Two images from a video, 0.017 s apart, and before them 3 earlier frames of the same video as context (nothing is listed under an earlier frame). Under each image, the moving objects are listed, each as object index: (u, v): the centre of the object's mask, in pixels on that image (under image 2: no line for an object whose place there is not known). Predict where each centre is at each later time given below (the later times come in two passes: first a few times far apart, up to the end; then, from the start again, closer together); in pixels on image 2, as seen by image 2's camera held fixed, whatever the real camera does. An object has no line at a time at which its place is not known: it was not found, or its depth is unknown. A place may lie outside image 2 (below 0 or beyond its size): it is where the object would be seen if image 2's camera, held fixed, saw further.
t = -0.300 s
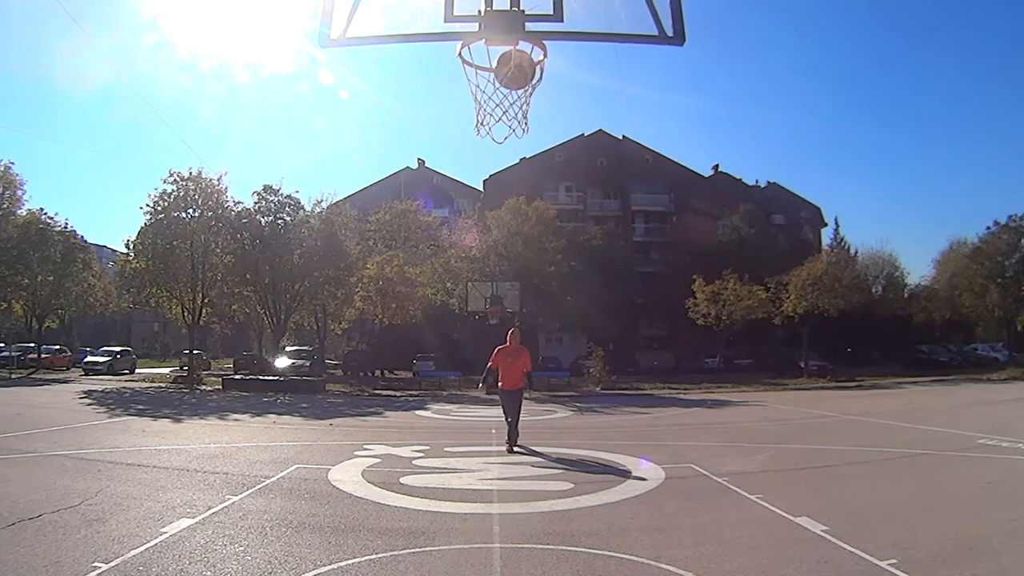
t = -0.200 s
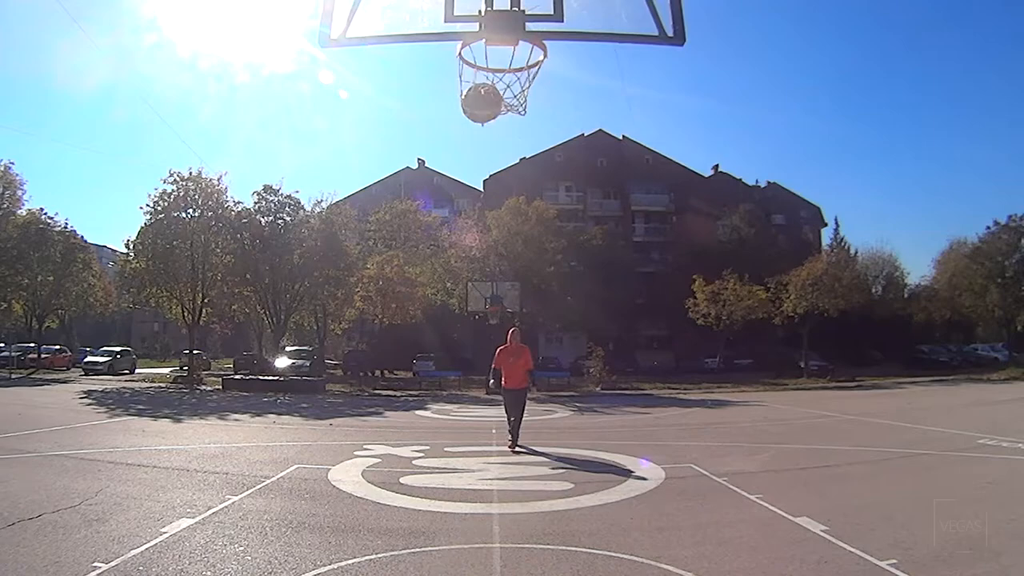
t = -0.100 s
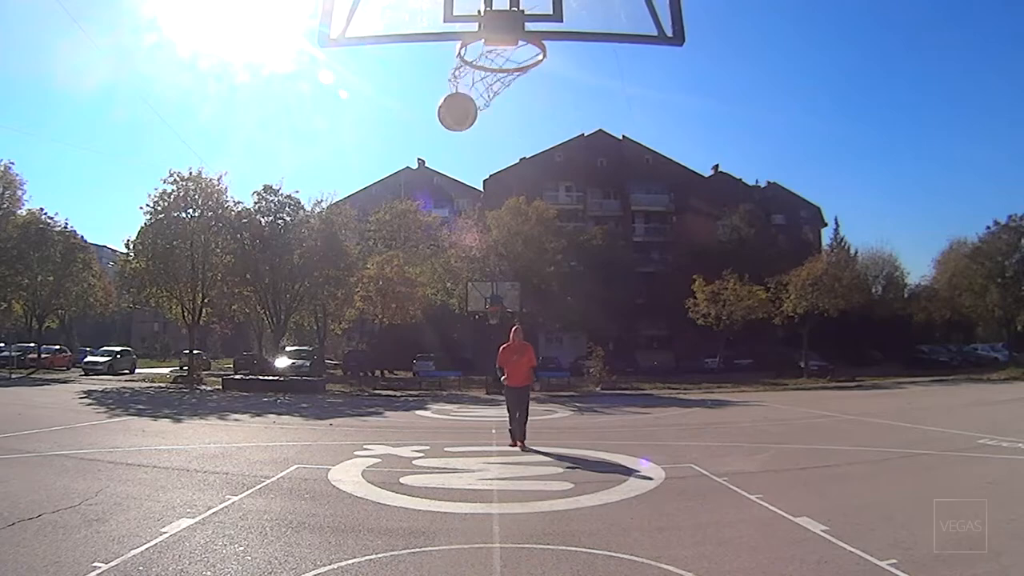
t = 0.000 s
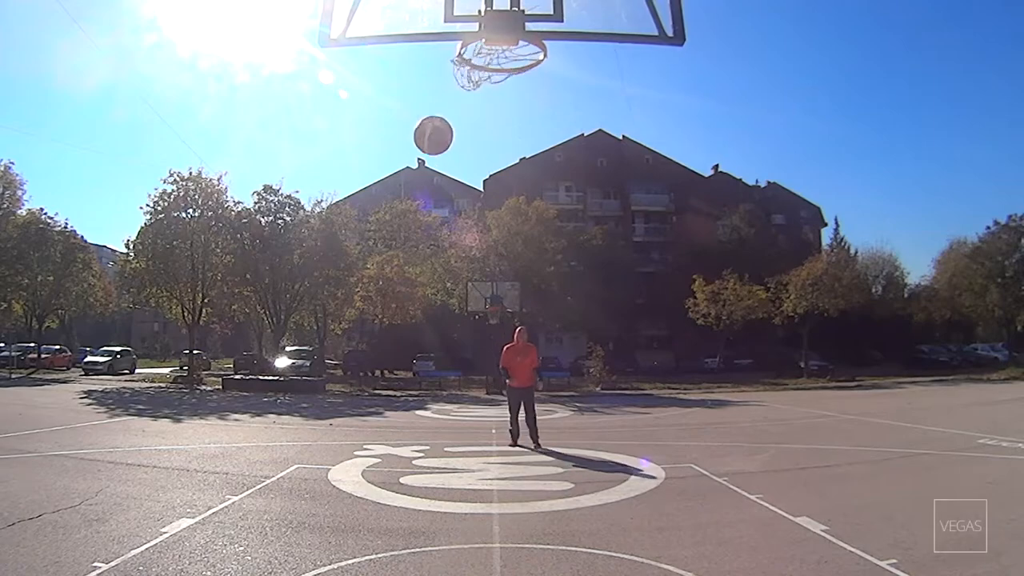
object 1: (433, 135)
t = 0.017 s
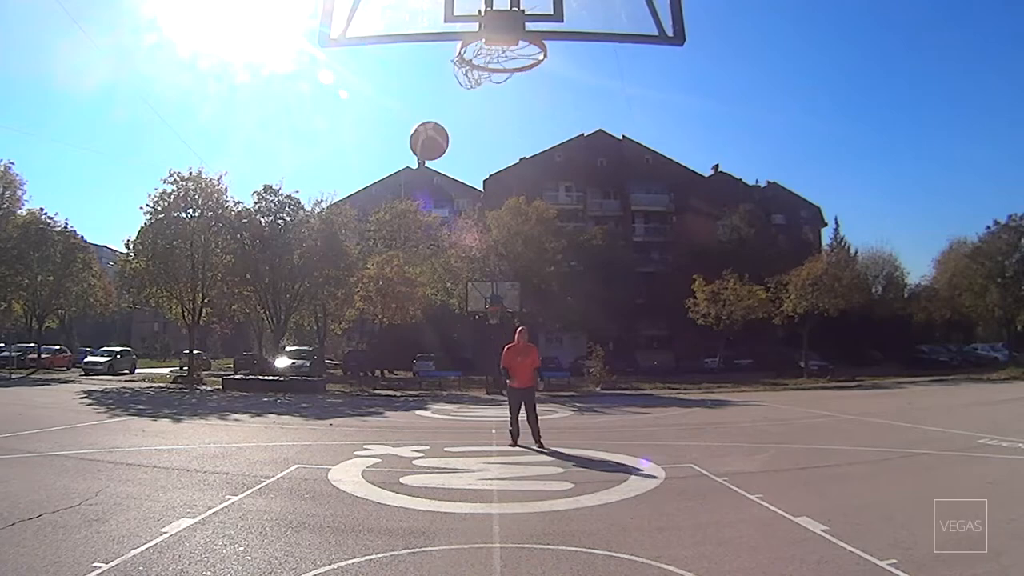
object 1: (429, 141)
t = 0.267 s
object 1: (367, 279)
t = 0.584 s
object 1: (310, 544)
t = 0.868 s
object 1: (293, 365)
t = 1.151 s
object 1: (283, 306)
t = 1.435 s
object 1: (271, 381)
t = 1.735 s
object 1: (267, 553)
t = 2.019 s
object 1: (246, 427)
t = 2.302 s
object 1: (232, 435)
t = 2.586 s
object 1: (227, 566)
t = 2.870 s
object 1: (210, 477)
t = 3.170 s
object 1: (204, 518)
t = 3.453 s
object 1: (197, 520)
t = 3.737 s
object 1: (190, 527)
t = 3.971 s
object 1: (186, 544)
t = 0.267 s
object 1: (367, 279)
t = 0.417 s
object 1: (335, 411)
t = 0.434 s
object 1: (331, 428)
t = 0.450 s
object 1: (328, 445)
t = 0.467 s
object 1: (325, 462)
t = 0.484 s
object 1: (323, 480)
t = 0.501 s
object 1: (320, 497)
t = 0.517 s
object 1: (317, 514)
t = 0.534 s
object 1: (315, 532)
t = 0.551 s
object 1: (313, 550)
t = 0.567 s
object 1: (312, 557)
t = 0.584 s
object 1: (310, 544)
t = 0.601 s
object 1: (309, 531)
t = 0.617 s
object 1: (307, 518)
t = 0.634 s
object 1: (306, 505)
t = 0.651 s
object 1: (305, 493)
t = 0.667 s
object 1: (304, 481)
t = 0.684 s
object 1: (303, 470)
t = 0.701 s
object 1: (302, 458)
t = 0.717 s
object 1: (301, 447)
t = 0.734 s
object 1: (300, 437)
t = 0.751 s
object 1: (299, 425)
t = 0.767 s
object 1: (298, 416)
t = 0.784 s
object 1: (297, 406)
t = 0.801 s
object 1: (296, 397)
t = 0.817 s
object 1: (295, 389)
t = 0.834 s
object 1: (295, 381)
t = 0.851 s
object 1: (294, 372)
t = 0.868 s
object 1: (293, 365)
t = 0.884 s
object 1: (293, 357)
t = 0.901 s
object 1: (292, 352)
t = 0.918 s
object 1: (292, 344)
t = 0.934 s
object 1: (291, 338)
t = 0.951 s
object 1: (291, 334)
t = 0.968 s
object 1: (290, 329)
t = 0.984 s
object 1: (289, 324)
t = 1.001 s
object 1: (288, 321)
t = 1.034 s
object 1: (287, 314)
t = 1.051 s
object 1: (286, 311)
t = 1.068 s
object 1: (285, 310)
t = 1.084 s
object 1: (285, 308)
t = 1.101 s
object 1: (284, 307)
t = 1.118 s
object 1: (284, 306)
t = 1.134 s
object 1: (283, 306)
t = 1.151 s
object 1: (283, 306)
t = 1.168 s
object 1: (282, 307)
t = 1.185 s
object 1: (281, 308)
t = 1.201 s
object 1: (281, 309)
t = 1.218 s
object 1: (280, 311)
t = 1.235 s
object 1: (279, 313)
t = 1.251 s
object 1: (279, 316)
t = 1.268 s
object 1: (278, 320)
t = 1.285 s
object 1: (276, 324)
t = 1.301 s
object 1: (276, 328)
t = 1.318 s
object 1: (275, 333)
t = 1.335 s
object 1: (274, 338)
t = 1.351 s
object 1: (273, 345)
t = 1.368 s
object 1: (273, 351)
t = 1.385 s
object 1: (272, 358)
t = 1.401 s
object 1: (272, 366)
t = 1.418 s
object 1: (271, 374)
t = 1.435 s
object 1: (271, 381)
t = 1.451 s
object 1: (271, 390)
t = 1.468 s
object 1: (270, 400)
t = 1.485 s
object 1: (270, 410)
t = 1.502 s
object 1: (269, 421)
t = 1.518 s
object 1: (269, 431)
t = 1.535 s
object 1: (269, 444)
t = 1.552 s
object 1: (268, 455)
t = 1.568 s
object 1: (268, 467)
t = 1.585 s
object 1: (268, 480)
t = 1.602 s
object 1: (268, 493)
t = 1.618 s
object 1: (268, 506)
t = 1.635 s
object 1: (269, 520)
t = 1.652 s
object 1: (269, 534)
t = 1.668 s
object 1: (269, 548)
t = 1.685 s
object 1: (270, 561)
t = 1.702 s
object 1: (270, 567)
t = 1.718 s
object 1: (269, 561)
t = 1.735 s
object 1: (267, 553)
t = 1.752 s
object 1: (265, 542)
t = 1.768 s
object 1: (264, 532)
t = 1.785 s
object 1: (262, 523)
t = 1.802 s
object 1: (261, 513)
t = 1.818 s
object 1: (260, 504)
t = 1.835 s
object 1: (258, 495)
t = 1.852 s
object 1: (257, 487)
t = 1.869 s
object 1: (255, 479)
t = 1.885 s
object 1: (254, 471)
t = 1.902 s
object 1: (253, 465)
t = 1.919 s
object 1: (252, 458)
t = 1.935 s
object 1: (251, 452)
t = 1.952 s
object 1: (250, 446)
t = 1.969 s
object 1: (249, 441)
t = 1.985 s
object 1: (248, 436)
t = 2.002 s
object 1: (247, 431)
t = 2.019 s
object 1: (246, 427)
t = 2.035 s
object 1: (245, 424)
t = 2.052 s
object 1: (244, 421)
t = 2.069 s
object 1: (243, 418)
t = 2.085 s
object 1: (242, 417)
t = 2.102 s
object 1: (241, 415)
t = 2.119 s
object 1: (240, 414)
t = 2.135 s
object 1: (240, 413)
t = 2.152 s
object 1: (239, 413)
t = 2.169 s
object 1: (238, 414)
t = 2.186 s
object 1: (237, 415)
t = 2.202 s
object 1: (236, 416)
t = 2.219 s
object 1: (235, 418)
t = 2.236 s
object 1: (234, 421)
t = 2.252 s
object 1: (234, 423)
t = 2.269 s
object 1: (233, 427)
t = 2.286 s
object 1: (232, 431)
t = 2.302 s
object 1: (232, 435)
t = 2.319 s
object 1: (231, 440)
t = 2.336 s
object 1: (230, 446)
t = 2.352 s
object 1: (230, 451)
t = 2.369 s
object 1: (229, 458)
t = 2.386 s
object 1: (229, 464)
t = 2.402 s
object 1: (228, 471)
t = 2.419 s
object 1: (227, 479)
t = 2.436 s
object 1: (227, 487)
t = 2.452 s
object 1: (227, 495)
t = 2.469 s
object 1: (227, 504)
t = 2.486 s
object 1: (226, 514)
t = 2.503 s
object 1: (226, 524)
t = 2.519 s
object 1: (226, 533)
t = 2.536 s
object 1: (226, 544)
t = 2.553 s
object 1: (227, 555)
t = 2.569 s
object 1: (227, 562)
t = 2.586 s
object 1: (227, 566)
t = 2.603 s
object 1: (225, 562)
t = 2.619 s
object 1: (224, 556)
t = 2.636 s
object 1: (223, 548)
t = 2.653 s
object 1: (222, 540)
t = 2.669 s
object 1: (221, 533)
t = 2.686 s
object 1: (220, 526)
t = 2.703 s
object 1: (219, 519)
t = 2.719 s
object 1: (218, 513)
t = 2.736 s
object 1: (217, 507)
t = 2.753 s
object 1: (216, 502)
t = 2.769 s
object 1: (215, 497)
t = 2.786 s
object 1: (214, 492)
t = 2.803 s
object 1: (213, 489)
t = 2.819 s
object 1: (212, 485)
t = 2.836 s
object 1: (212, 482)
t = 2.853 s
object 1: (211, 479)
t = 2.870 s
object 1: (210, 477)
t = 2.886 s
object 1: (210, 475)
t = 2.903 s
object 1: (209, 474)
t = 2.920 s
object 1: (209, 473)
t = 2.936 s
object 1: (208, 473)
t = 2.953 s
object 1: (208, 473)
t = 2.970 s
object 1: (207, 474)
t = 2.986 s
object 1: (207, 475)
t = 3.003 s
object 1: (207, 476)
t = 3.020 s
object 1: (206, 478)
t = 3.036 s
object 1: (206, 481)
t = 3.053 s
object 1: (205, 484)
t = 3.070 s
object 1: (205, 488)
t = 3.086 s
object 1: (205, 491)
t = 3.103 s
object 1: (204, 496)
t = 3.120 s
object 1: (204, 501)
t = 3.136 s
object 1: (204, 506)
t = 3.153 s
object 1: (204, 512)
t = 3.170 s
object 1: (204, 518)
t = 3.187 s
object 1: (204, 525)
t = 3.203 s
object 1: (204, 532)
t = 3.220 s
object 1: (204, 539)
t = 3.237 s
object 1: (205, 547)
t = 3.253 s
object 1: (205, 555)
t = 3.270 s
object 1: (205, 561)
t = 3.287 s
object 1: (205, 566)
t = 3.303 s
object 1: (204, 564)
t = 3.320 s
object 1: (204, 560)
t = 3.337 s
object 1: (203, 555)
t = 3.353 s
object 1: (202, 549)
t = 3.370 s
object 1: (200, 543)
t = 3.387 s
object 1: (200, 537)
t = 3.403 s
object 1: (199, 532)
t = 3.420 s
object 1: (198, 528)
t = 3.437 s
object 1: (197, 524)
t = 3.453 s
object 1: (197, 520)
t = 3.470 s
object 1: (196, 517)
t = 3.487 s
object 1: (195, 514)
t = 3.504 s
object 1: (195, 512)
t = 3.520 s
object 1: (194, 510)
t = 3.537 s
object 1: (193, 508)
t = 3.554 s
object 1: (193, 507)
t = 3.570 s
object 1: (193, 507)
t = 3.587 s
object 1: (192, 507)
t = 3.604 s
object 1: (192, 507)
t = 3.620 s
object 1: (192, 508)
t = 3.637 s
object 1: (191, 509)
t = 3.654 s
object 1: (191, 511)
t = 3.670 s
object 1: (191, 513)
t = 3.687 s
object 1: (191, 516)
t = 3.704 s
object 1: (191, 519)
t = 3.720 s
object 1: (190, 523)
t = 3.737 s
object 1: (190, 527)
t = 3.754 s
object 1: (190, 532)
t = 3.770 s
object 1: (190, 537)
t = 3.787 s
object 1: (191, 542)
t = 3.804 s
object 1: (191, 548)
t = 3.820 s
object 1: (191, 555)
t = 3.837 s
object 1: (191, 559)
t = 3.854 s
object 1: (191, 563)
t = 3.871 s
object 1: (191, 566)
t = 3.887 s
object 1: (191, 563)
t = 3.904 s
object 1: (190, 560)
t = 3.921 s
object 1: (189, 557)
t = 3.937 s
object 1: (188, 552)
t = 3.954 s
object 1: (187, 548)
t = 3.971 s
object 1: (186, 544)
